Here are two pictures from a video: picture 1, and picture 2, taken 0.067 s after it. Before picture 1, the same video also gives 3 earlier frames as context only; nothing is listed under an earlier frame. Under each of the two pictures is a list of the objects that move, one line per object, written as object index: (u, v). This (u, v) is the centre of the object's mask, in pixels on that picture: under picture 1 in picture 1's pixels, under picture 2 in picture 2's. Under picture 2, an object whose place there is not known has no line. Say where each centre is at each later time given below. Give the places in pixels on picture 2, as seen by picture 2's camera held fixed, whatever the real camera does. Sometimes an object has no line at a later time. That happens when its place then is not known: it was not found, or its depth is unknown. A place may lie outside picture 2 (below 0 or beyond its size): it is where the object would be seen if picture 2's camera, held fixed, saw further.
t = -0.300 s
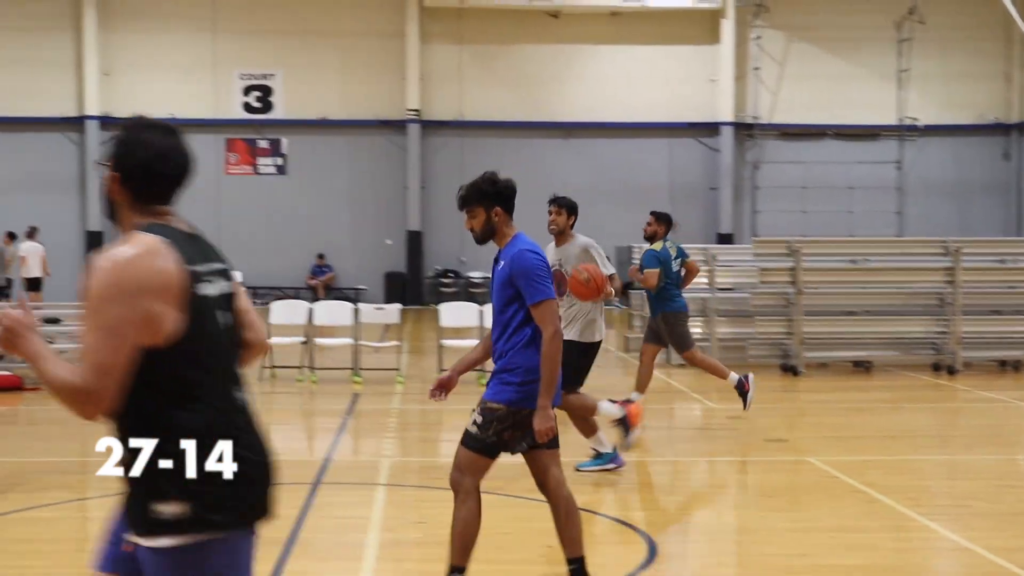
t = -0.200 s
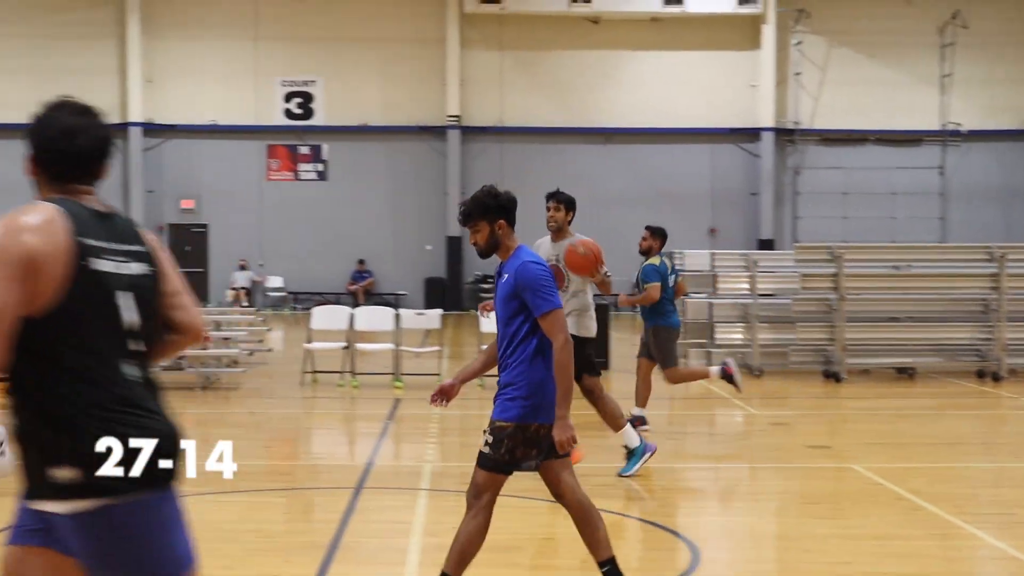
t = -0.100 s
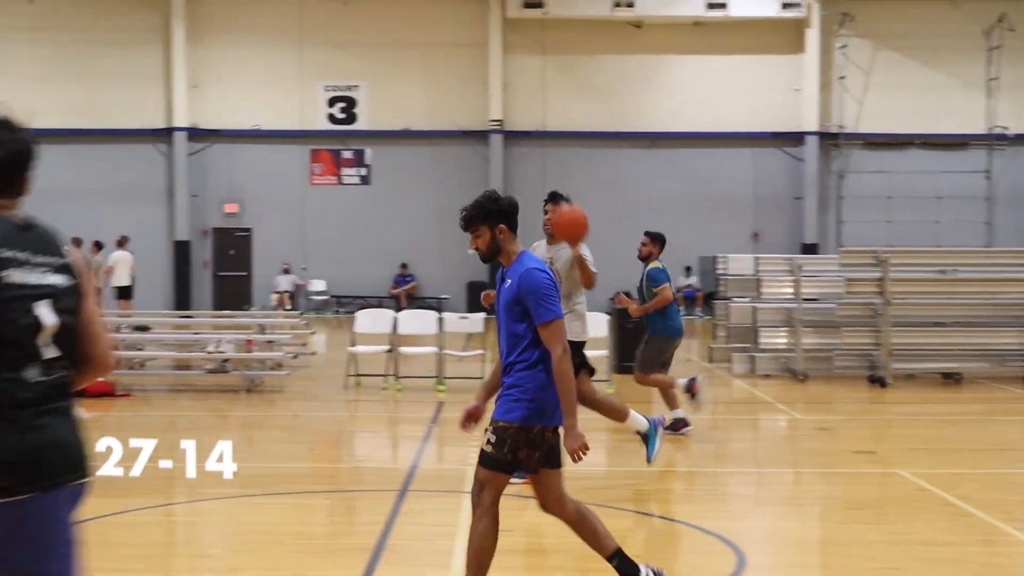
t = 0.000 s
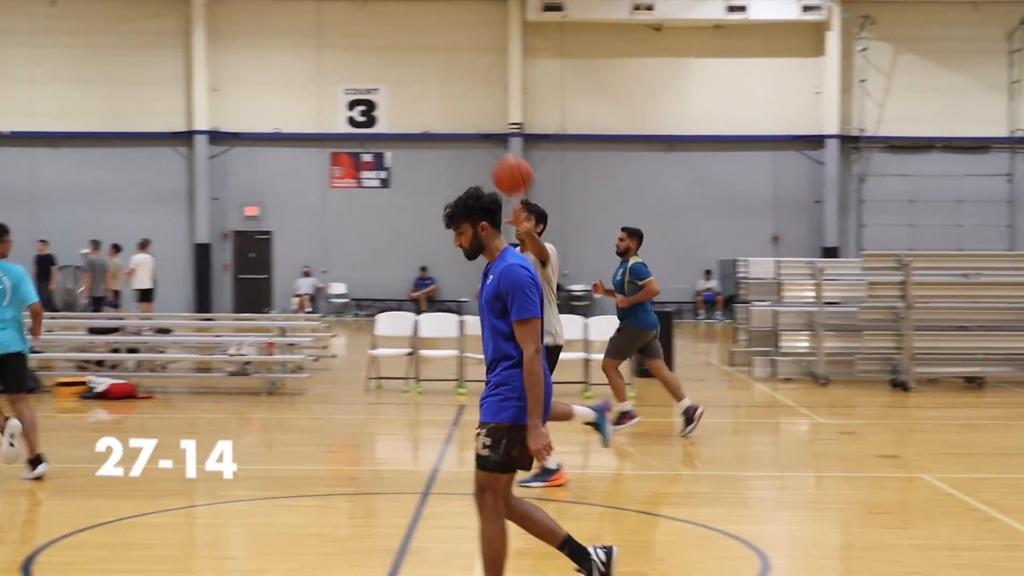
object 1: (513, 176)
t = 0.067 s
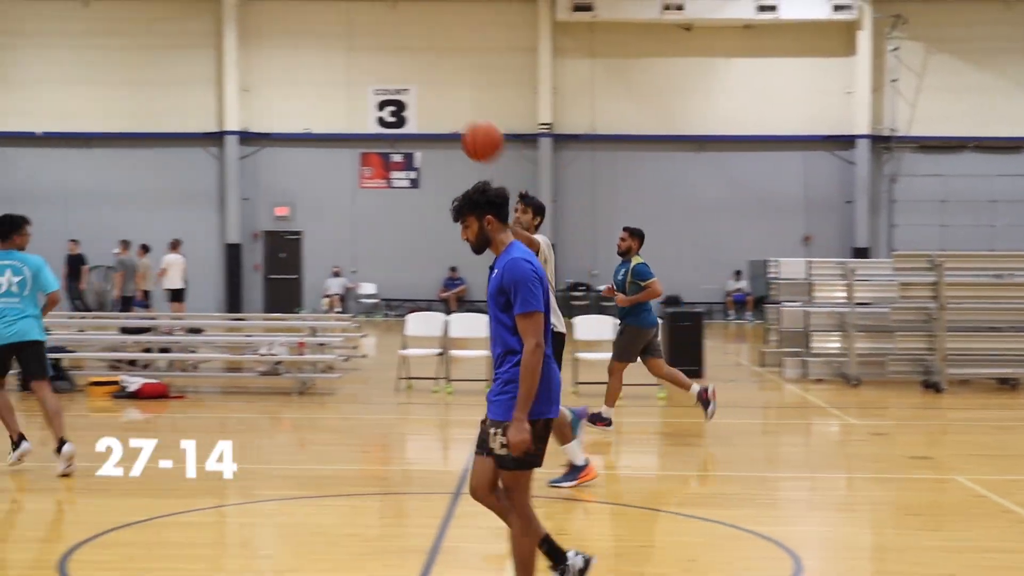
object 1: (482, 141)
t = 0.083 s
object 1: (465, 134)
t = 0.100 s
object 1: (451, 127)
